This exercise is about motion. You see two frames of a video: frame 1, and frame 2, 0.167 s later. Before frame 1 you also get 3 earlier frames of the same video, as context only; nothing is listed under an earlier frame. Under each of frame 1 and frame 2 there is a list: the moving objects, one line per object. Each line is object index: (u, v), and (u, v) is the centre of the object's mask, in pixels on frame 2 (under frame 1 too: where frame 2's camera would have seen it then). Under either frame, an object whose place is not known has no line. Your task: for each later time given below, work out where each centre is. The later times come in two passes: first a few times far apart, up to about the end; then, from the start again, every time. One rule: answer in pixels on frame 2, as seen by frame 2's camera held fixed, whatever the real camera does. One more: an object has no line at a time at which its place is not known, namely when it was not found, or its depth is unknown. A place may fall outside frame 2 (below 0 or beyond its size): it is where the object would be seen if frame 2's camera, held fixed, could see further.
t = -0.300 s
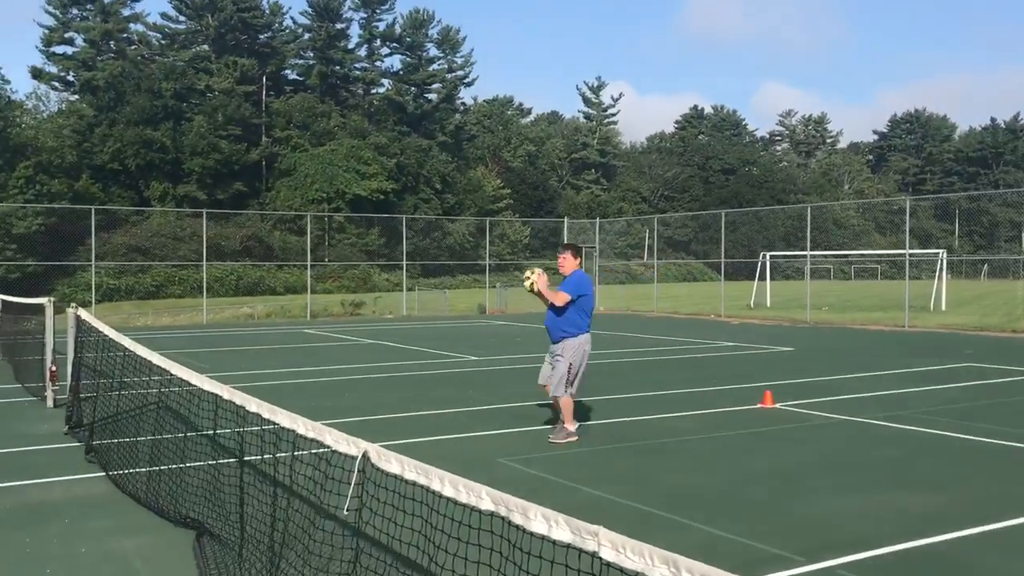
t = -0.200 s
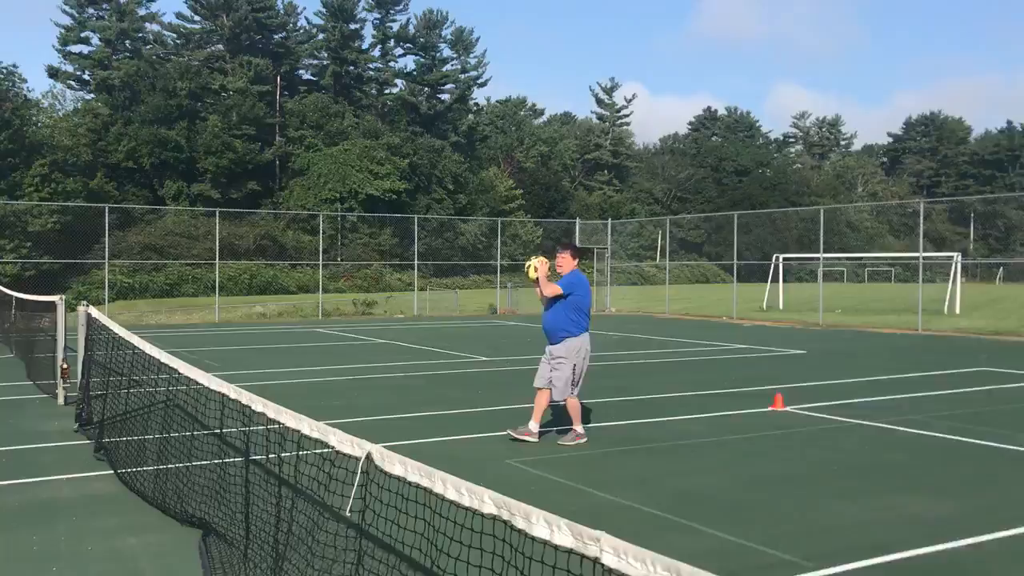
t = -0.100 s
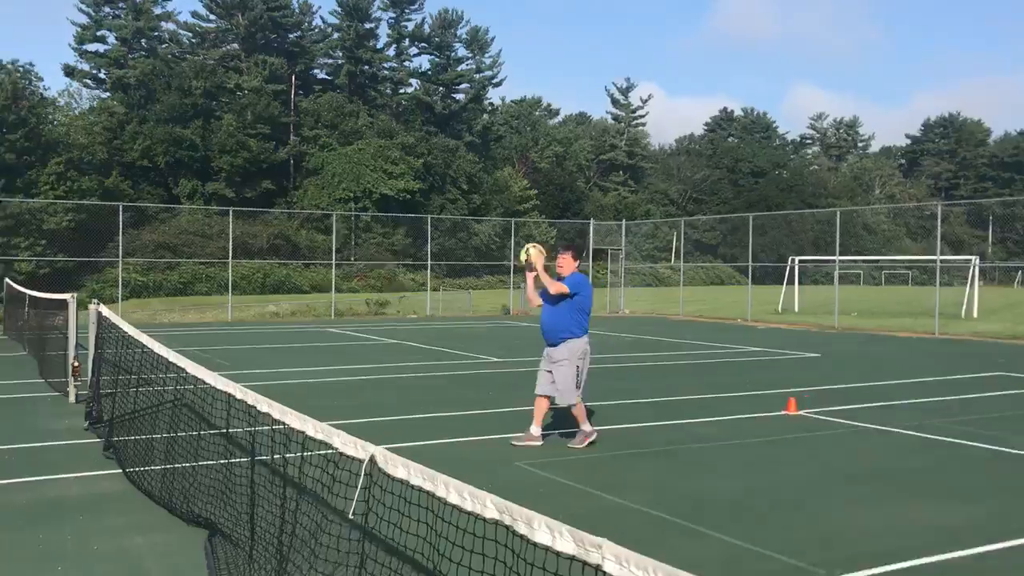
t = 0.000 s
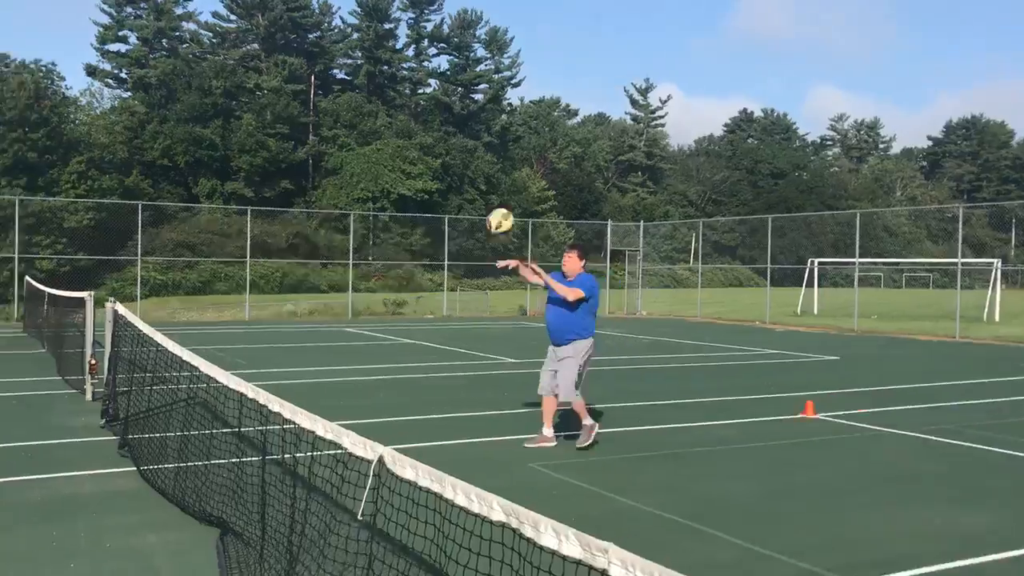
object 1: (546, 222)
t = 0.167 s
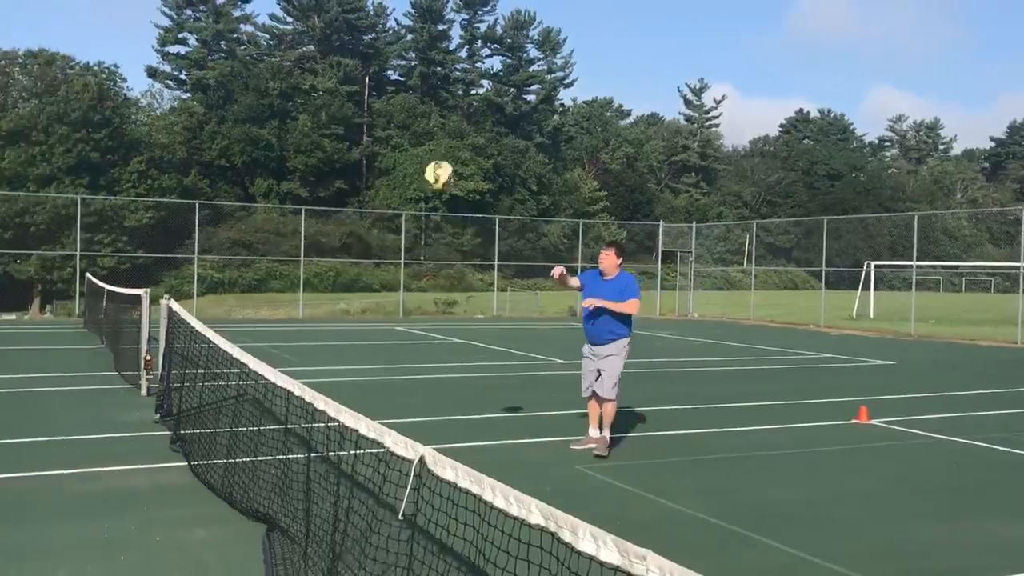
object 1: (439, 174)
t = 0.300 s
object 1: (328, 161)
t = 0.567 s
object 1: (30, 226)
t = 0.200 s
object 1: (413, 169)
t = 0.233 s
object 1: (387, 165)
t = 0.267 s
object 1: (359, 163)
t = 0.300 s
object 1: (328, 161)
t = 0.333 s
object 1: (296, 162)
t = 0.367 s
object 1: (263, 163)
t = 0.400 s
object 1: (229, 169)
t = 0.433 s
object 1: (192, 175)
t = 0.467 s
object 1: (154, 183)
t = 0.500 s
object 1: (115, 195)
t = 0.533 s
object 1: (73, 209)
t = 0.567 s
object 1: (30, 226)
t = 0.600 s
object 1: (-15, 245)
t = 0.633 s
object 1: (-63, 269)
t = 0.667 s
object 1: (-113, 295)
